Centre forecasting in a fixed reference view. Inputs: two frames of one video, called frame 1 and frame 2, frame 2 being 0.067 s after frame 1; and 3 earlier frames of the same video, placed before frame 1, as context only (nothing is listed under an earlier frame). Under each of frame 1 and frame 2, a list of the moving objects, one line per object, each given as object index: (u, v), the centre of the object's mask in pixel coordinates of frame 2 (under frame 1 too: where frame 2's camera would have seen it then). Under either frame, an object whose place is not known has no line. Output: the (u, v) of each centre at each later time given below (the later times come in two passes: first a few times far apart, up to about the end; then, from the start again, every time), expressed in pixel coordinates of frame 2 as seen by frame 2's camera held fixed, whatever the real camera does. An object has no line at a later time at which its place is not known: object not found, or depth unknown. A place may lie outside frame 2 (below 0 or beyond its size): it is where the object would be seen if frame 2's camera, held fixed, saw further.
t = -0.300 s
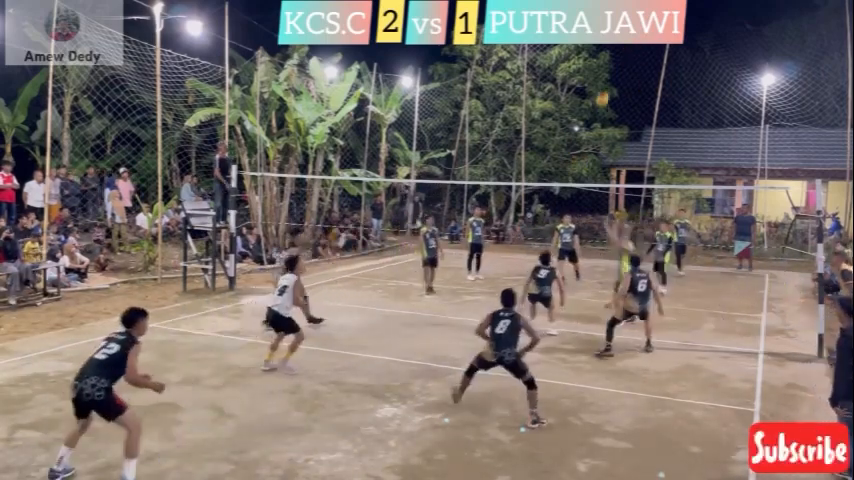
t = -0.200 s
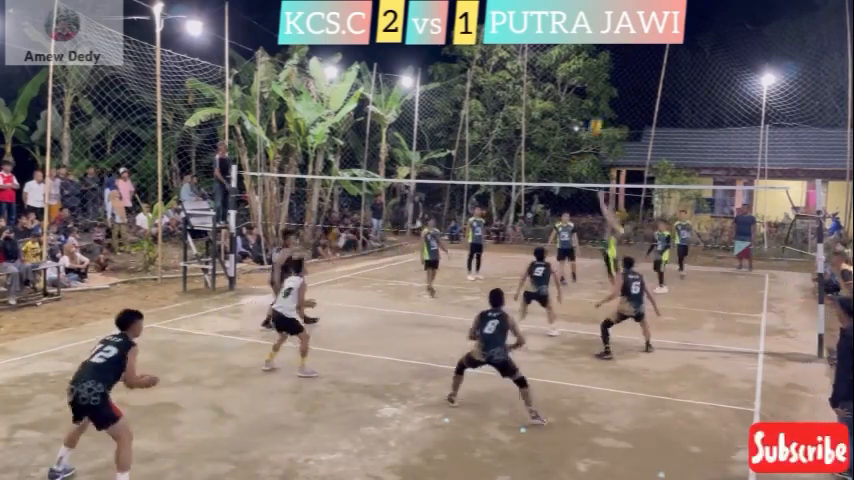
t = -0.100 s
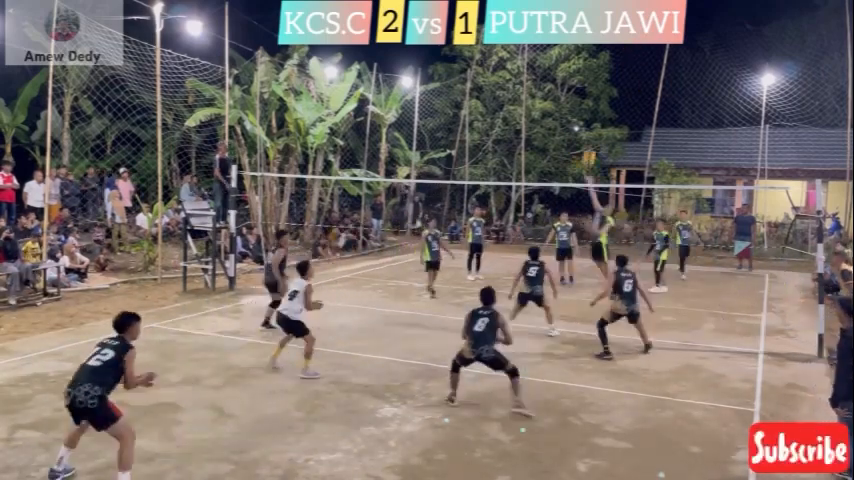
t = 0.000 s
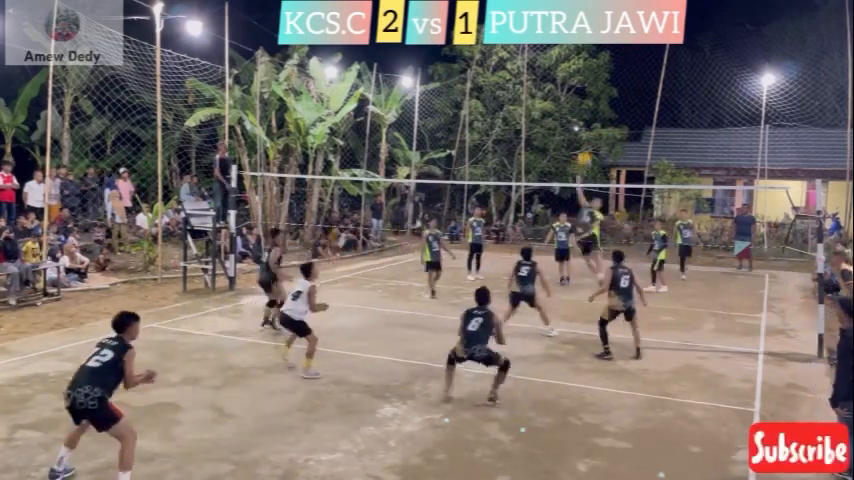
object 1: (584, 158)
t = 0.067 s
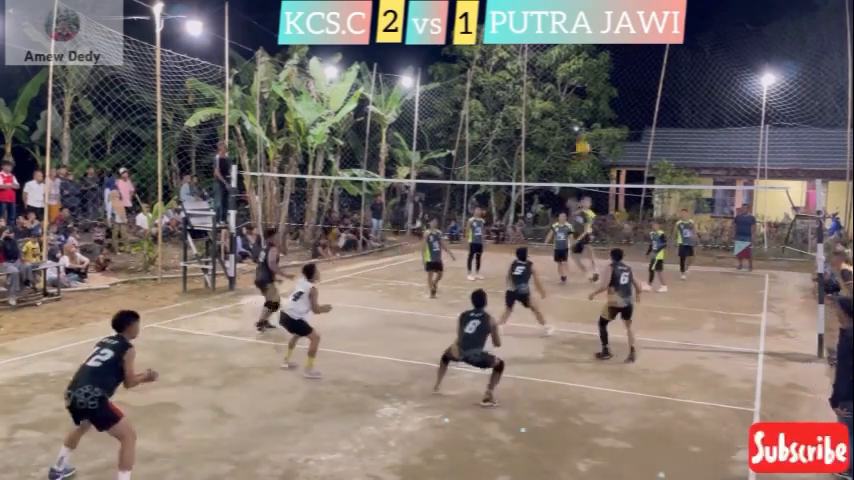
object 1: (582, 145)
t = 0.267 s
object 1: (578, 126)
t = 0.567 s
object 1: (574, 145)
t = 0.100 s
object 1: (582, 143)
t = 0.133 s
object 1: (581, 138)
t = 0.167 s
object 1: (582, 135)
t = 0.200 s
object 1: (581, 132)
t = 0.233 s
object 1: (579, 128)
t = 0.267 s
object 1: (578, 126)
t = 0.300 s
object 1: (578, 126)
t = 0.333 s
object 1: (578, 126)
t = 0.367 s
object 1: (578, 126)
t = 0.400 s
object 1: (577, 126)
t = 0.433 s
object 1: (577, 128)
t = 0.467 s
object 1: (576, 130)
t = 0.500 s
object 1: (575, 135)
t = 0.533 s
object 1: (575, 139)
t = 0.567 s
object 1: (574, 145)
